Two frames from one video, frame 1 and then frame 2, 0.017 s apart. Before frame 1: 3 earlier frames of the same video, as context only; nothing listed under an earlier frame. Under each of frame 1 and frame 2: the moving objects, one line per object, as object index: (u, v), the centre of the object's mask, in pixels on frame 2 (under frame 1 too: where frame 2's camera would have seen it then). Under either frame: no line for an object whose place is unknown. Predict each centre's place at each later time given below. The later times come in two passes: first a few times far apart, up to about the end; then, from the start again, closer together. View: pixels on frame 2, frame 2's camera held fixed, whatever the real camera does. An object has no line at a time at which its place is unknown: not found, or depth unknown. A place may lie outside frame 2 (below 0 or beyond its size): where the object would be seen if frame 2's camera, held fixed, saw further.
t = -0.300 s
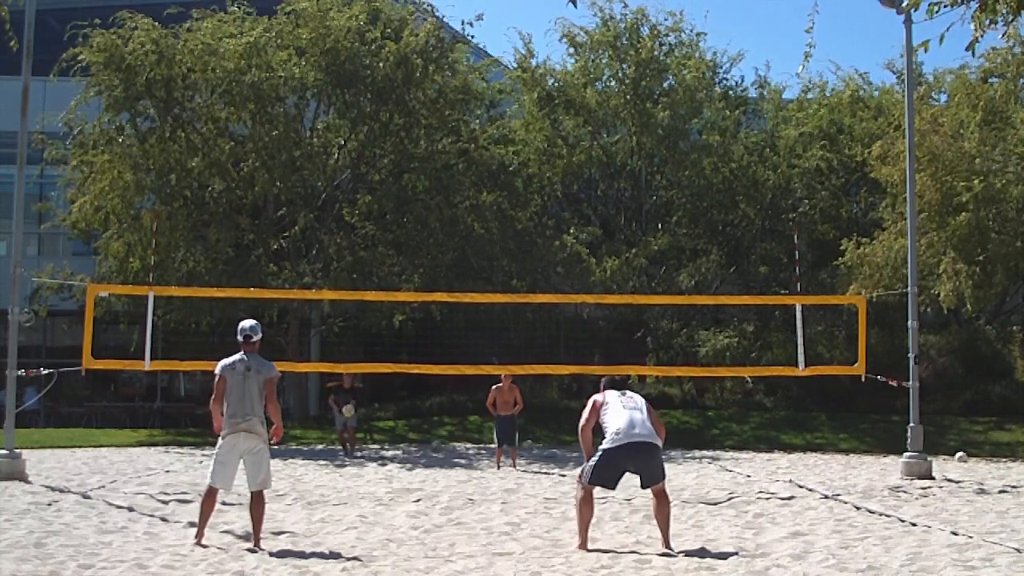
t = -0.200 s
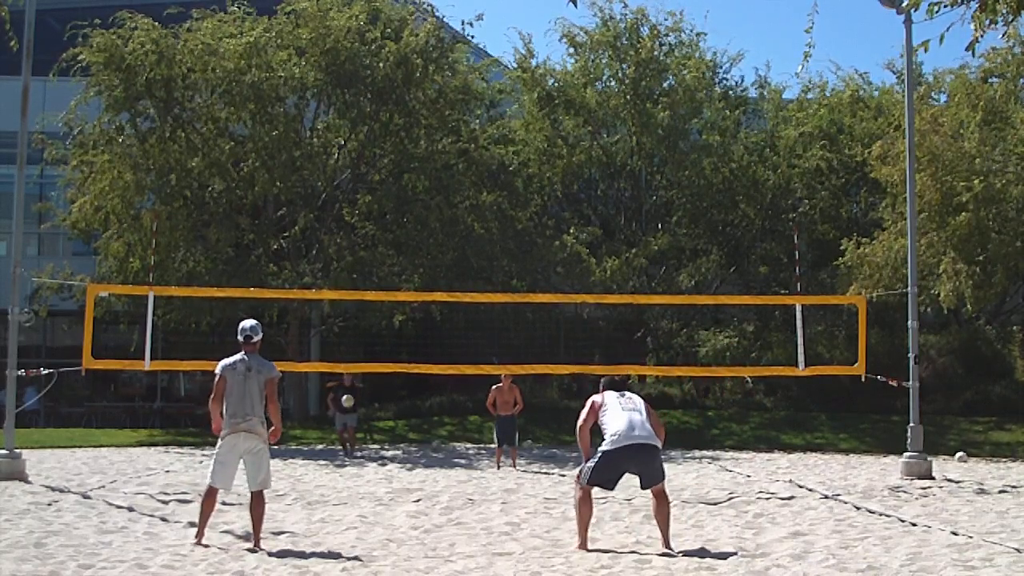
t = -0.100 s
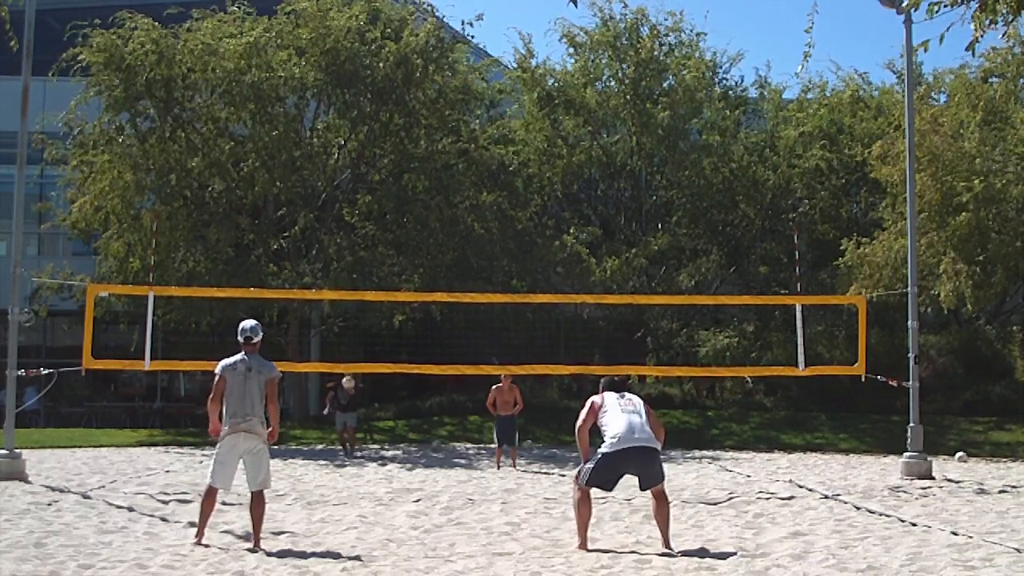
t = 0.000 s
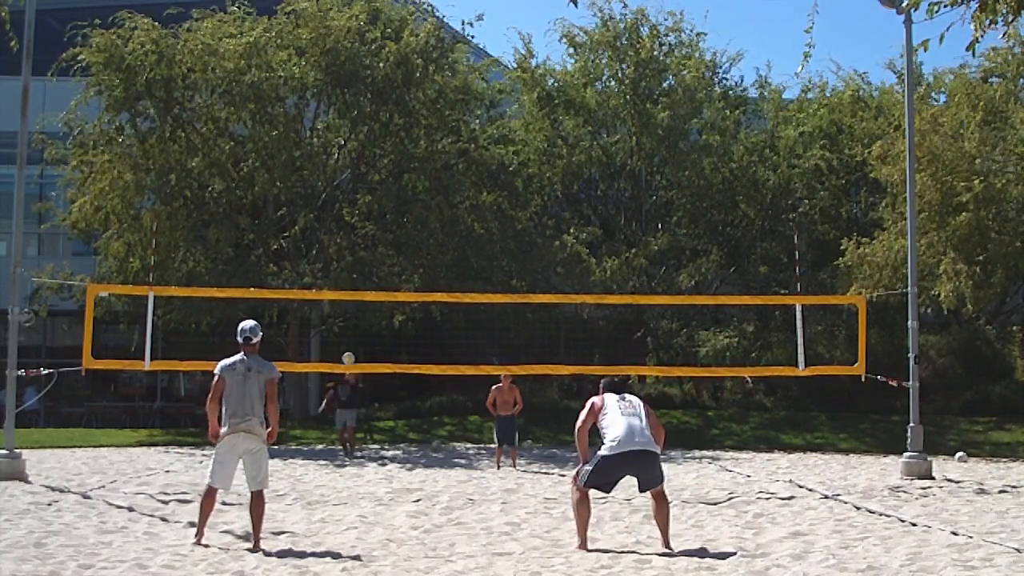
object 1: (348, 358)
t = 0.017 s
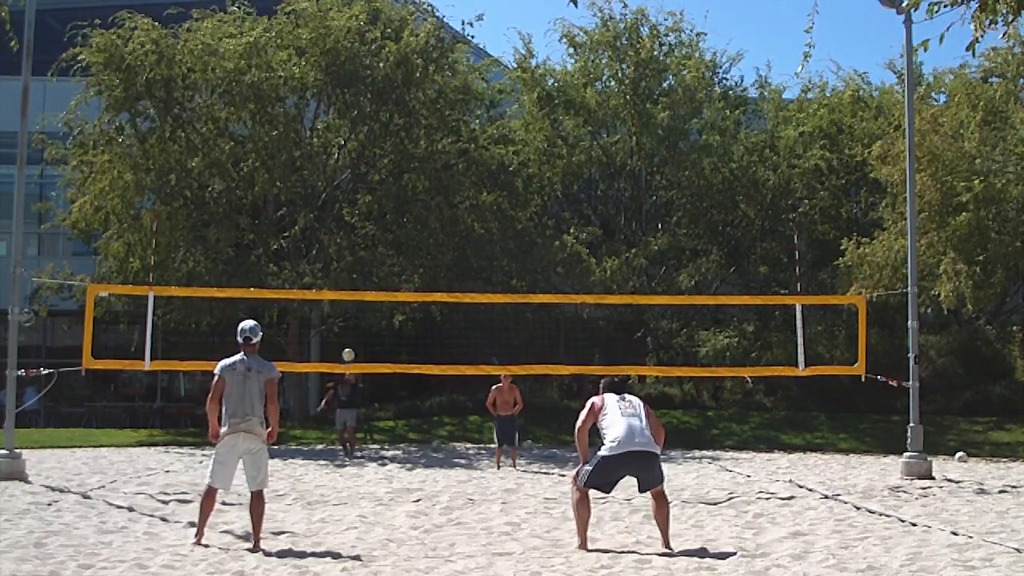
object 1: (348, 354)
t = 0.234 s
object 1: (347, 322)
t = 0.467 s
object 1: (346, 316)
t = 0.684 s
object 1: (344, 336)
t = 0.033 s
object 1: (348, 351)
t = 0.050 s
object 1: (348, 348)
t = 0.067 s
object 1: (348, 345)
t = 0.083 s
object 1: (348, 342)
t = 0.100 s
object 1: (348, 339)
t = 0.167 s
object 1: (347, 329)
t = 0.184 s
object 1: (347, 327)
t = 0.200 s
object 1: (347, 326)
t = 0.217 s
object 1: (347, 324)
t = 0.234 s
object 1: (347, 322)
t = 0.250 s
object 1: (347, 321)
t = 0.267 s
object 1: (347, 320)
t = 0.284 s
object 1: (347, 319)
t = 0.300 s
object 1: (347, 317)
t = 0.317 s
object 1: (346, 316)
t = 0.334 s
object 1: (346, 316)
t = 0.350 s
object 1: (346, 315)
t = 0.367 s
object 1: (346, 315)
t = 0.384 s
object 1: (346, 315)
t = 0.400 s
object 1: (346, 315)
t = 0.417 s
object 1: (346, 315)
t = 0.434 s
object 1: (346, 315)
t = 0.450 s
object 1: (346, 316)
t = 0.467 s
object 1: (346, 316)
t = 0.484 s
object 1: (346, 317)
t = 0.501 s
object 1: (345, 317)
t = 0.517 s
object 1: (345, 319)
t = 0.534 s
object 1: (345, 319)
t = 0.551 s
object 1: (345, 321)
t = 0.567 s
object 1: (345, 322)
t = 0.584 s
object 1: (345, 324)
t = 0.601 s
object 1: (344, 325)
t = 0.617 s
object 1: (344, 327)
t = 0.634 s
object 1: (344, 329)
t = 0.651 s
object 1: (344, 331)
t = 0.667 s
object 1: (344, 333)
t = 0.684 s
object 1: (344, 336)
